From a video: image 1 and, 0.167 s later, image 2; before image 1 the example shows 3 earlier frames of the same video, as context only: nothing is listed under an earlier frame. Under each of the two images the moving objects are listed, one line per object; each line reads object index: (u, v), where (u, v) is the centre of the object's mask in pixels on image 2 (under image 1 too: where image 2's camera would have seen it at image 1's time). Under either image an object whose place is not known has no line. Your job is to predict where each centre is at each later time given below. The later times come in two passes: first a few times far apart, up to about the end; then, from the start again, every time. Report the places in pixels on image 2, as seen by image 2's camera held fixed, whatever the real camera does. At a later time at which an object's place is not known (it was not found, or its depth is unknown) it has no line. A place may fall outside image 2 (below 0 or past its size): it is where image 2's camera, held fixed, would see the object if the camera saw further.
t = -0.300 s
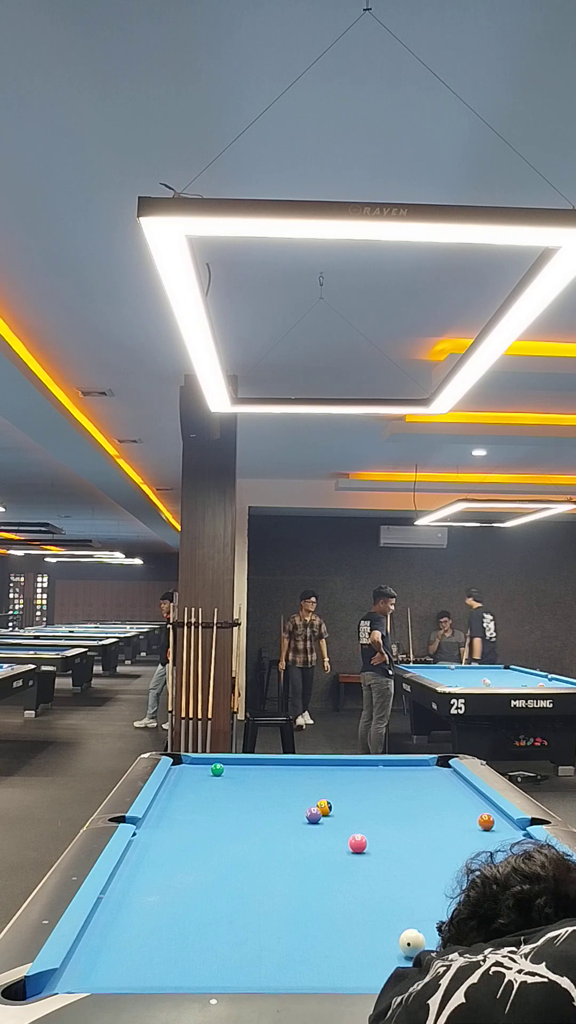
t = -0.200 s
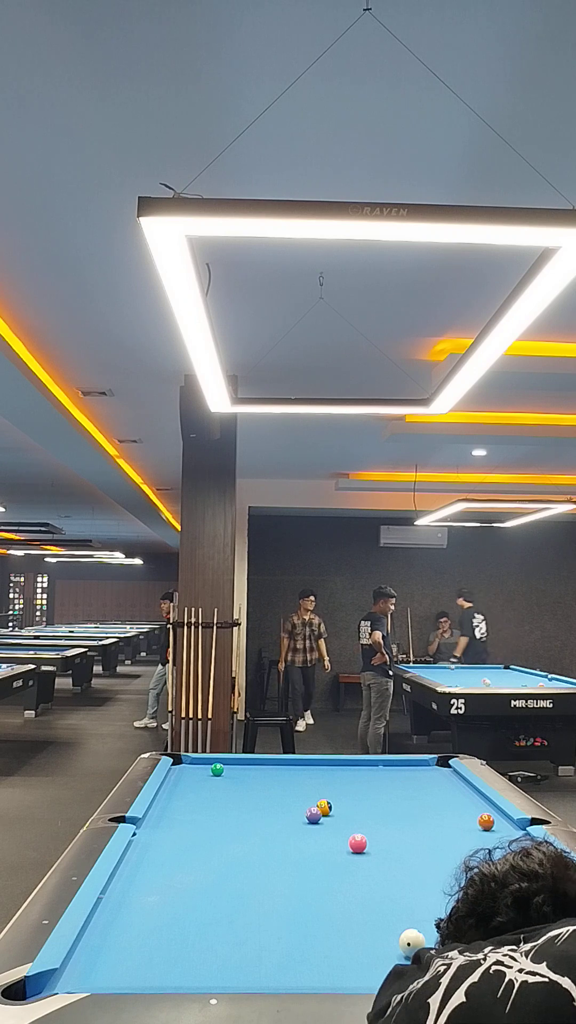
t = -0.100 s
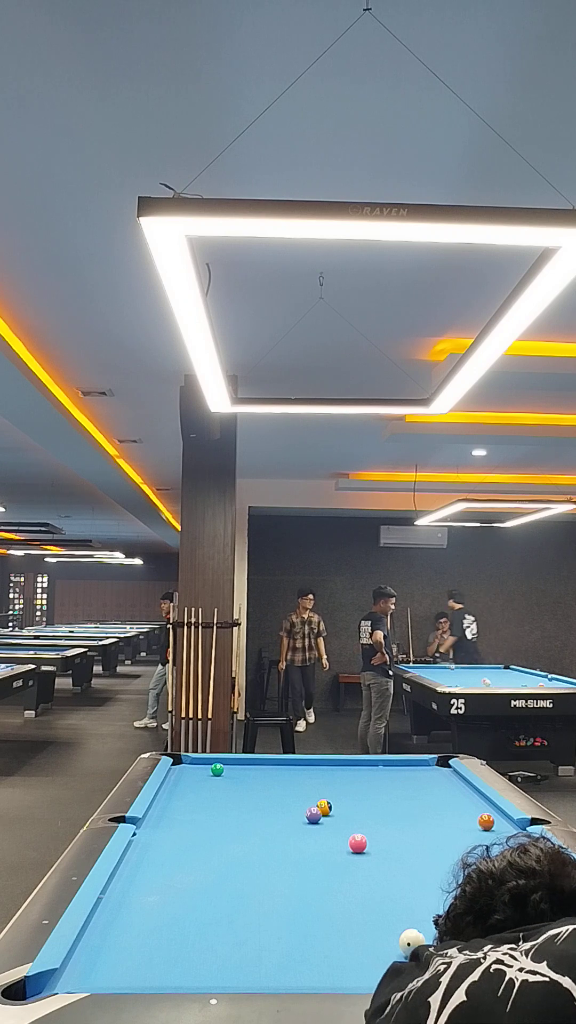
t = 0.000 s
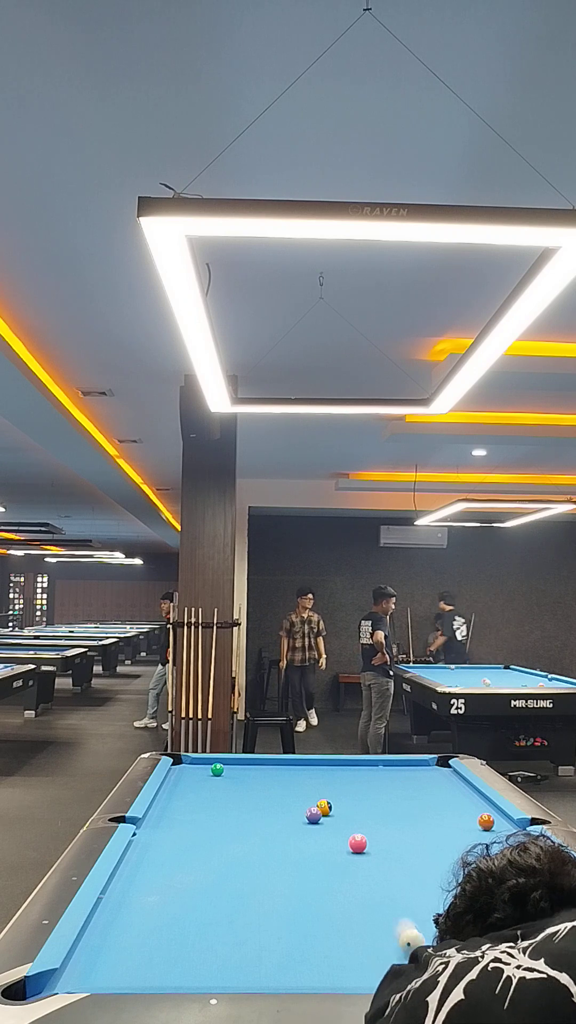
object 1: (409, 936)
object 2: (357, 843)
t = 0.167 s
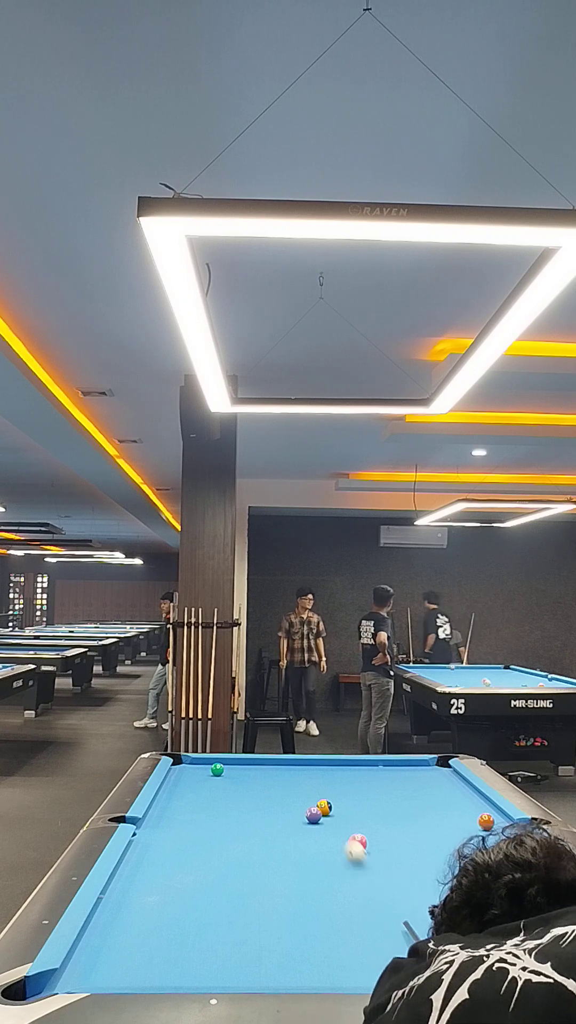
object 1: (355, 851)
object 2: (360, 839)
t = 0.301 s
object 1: (296, 839)
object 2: (387, 816)
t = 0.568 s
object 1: (206, 829)
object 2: (430, 779)
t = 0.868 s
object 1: (144, 826)
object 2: (442, 764)
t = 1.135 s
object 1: (158, 833)
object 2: (430, 769)
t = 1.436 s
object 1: (181, 839)
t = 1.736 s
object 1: (203, 845)
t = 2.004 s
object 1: (223, 850)
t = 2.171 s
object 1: (234, 853)
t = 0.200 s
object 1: (343, 845)
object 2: (364, 837)
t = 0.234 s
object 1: (326, 843)
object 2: (371, 830)
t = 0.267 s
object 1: (311, 841)
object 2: (379, 823)
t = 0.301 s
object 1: (296, 839)
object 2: (387, 816)
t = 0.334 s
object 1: (283, 838)
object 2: (394, 810)
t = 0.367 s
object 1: (270, 836)
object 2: (400, 805)
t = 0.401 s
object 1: (259, 835)
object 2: (406, 800)
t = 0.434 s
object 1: (248, 834)
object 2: (412, 795)
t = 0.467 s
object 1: (237, 833)
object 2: (416, 791)
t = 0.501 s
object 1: (226, 831)
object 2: (421, 786)
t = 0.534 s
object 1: (216, 830)
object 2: (425, 783)
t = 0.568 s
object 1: (206, 829)
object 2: (430, 779)
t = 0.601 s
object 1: (195, 828)
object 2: (433, 776)
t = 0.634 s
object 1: (185, 827)
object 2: (437, 773)
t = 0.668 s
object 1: (175, 825)
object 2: (440, 770)
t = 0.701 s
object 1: (166, 824)
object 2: (443, 767)
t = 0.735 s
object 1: (155, 823)
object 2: (441, 764)
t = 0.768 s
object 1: (146, 822)
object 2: (435, 762)
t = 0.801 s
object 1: (145, 823)
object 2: (434, 762)
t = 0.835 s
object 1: (144, 825)
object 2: (439, 763)
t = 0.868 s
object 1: (144, 826)
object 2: (442, 764)
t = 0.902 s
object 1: (144, 828)
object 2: (440, 765)
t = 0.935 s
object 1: (144, 829)
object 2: (439, 766)
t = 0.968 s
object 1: (146, 830)
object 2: (437, 766)
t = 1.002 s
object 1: (148, 830)
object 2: (436, 767)
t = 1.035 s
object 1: (151, 831)
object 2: (434, 767)
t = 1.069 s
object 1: (153, 832)
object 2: (433, 768)
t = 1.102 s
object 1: (156, 832)
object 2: (432, 768)
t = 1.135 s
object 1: (158, 833)
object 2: (430, 769)
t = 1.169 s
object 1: (161, 834)
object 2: (429, 769)
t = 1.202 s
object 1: (163, 835)
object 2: (427, 770)
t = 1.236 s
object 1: (166, 835)
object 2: (426, 771)
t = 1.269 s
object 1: (169, 836)
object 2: (424, 771)
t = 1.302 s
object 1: (171, 837)
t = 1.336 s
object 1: (173, 837)
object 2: (421, 771)
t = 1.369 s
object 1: (176, 838)
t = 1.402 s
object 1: (179, 839)
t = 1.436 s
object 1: (181, 839)
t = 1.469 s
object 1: (184, 840)
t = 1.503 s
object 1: (186, 841)
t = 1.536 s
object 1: (189, 841)
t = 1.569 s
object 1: (191, 842)
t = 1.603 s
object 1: (194, 843)
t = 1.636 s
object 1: (196, 843)
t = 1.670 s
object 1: (198, 844)
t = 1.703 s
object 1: (201, 845)
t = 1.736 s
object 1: (203, 845)
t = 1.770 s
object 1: (206, 846)
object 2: (404, 781)
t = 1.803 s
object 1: (208, 846)
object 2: (402, 779)
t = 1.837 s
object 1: (211, 847)
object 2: (401, 780)
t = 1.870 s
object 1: (213, 848)
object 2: (400, 779)
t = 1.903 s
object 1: (215, 848)
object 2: (398, 777)
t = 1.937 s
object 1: (218, 849)
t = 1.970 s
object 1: (220, 850)
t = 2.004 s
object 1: (223, 850)
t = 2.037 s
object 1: (225, 851)
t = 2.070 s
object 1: (227, 851)
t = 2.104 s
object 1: (230, 852)
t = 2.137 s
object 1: (232, 853)
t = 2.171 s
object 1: (234, 853)
